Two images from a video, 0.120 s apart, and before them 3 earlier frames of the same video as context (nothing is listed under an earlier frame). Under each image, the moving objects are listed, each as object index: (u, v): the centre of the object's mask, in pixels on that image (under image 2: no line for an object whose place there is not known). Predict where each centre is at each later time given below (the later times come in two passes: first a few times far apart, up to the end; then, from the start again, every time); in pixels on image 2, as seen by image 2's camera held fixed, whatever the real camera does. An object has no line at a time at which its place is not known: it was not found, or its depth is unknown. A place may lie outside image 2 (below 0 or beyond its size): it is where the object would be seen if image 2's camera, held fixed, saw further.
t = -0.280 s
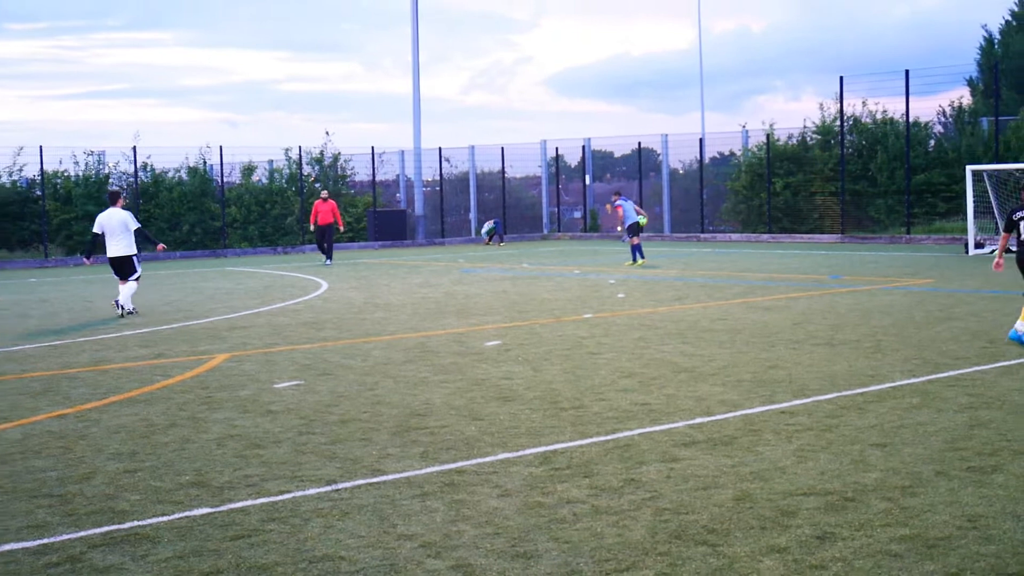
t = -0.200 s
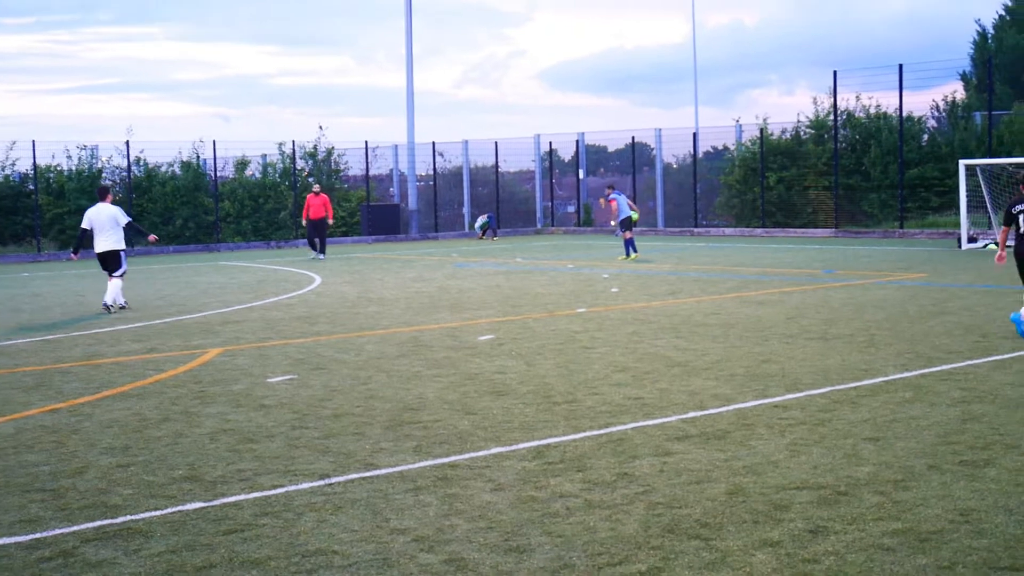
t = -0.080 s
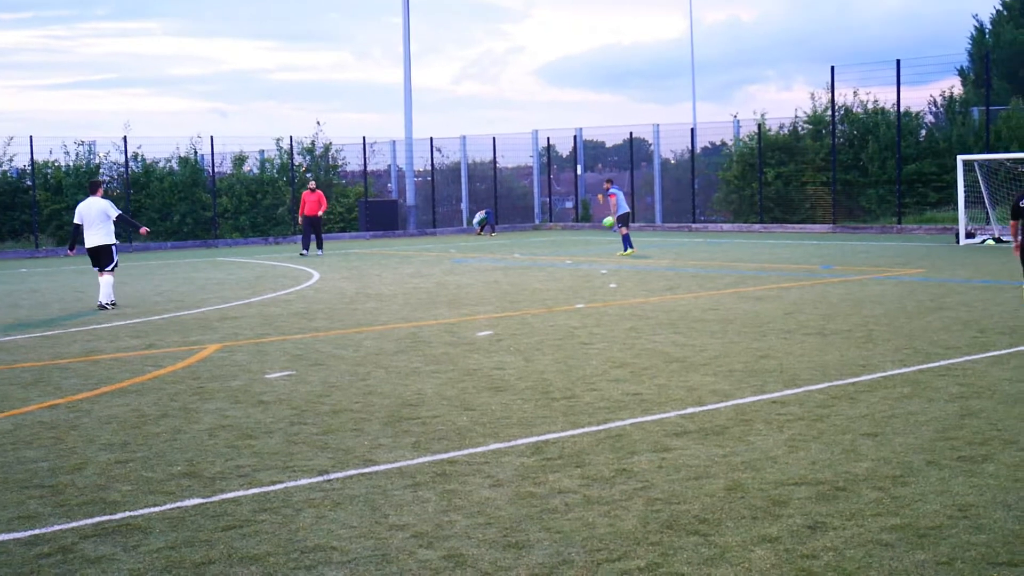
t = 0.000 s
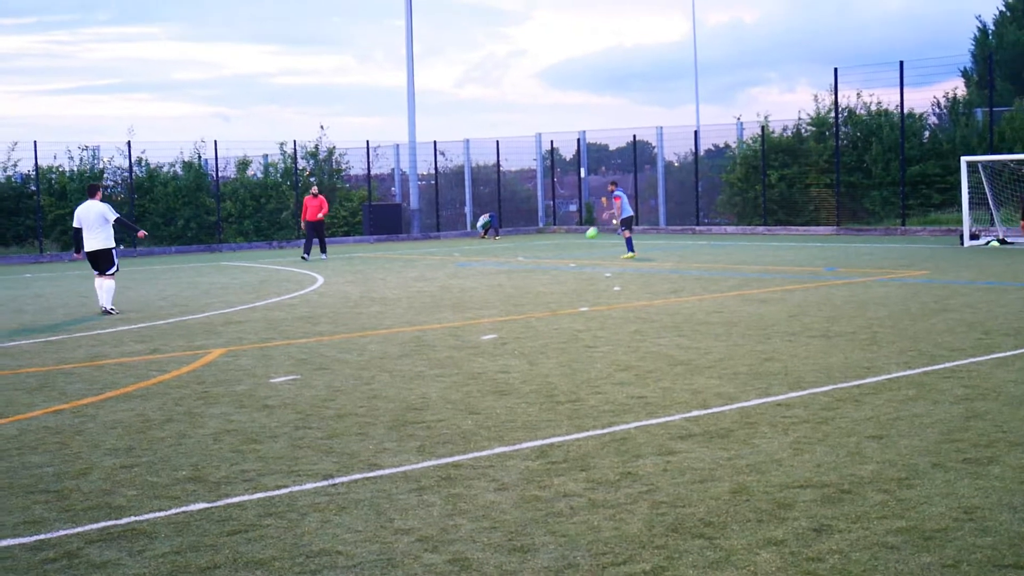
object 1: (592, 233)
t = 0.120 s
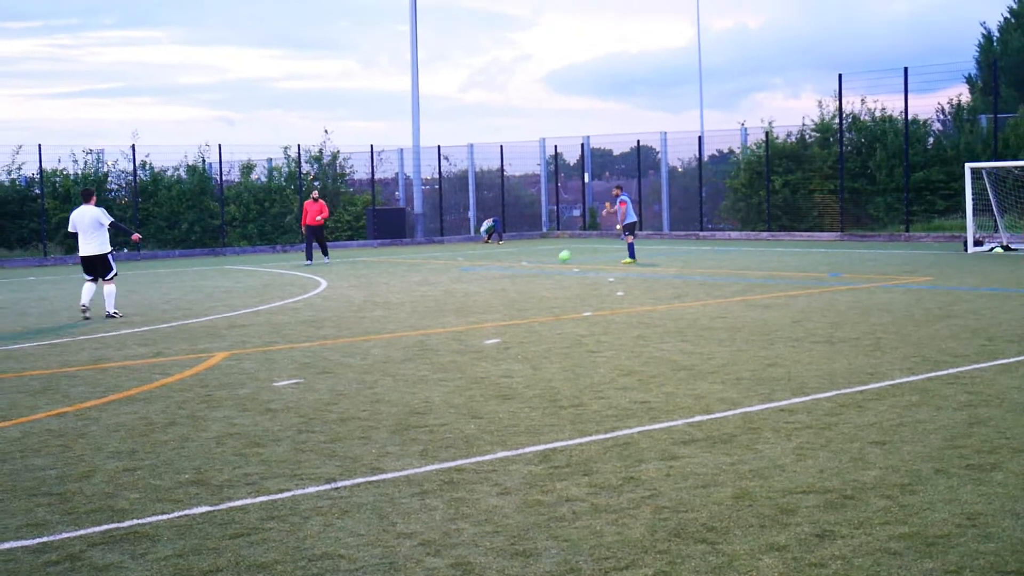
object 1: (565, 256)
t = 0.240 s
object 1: (542, 250)
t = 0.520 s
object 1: (494, 245)
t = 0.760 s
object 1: (454, 260)
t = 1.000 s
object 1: (412, 260)
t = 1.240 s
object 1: (372, 263)
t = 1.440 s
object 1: (337, 265)
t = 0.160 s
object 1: (555, 257)
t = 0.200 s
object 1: (548, 253)
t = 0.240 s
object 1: (542, 250)
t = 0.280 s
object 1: (534, 246)
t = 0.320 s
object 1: (528, 244)
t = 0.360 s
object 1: (521, 243)
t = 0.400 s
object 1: (515, 242)
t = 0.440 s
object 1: (508, 242)
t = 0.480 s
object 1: (501, 243)
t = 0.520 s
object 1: (494, 245)
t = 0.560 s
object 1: (487, 247)
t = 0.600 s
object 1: (481, 249)
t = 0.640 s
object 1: (475, 253)
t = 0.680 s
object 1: (468, 258)
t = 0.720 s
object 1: (462, 263)
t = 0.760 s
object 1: (454, 260)
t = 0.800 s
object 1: (447, 258)
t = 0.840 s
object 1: (440, 257)
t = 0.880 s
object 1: (433, 256)
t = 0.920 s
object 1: (426, 257)
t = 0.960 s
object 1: (419, 257)
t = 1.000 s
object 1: (412, 260)
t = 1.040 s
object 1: (405, 262)
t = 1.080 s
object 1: (399, 265)
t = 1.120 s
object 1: (391, 264)
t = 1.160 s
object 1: (385, 263)
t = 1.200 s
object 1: (378, 263)
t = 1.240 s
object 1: (372, 263)
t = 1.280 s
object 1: (364, 264)
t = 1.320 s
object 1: (358, 266)
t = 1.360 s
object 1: (351, 266)
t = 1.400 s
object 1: (344, 265)
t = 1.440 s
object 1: (337, 265)
